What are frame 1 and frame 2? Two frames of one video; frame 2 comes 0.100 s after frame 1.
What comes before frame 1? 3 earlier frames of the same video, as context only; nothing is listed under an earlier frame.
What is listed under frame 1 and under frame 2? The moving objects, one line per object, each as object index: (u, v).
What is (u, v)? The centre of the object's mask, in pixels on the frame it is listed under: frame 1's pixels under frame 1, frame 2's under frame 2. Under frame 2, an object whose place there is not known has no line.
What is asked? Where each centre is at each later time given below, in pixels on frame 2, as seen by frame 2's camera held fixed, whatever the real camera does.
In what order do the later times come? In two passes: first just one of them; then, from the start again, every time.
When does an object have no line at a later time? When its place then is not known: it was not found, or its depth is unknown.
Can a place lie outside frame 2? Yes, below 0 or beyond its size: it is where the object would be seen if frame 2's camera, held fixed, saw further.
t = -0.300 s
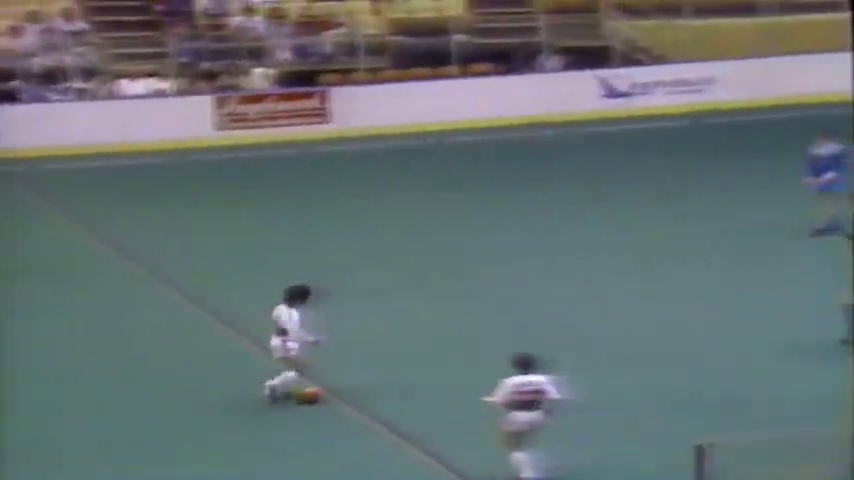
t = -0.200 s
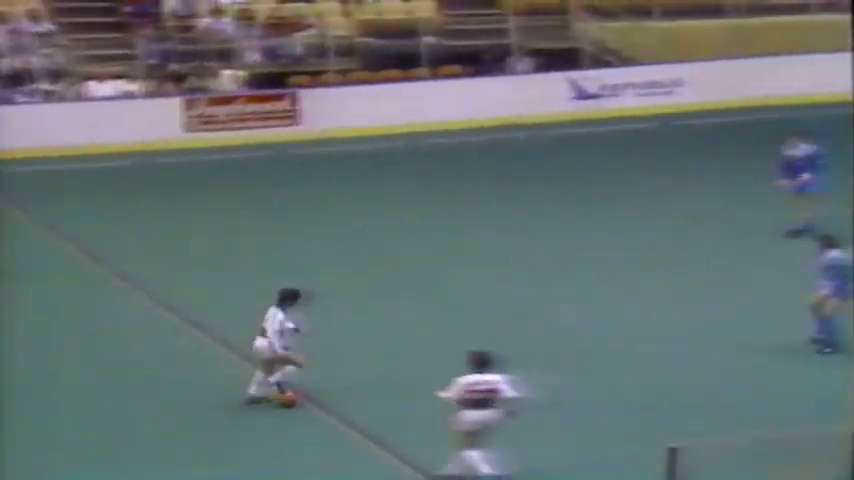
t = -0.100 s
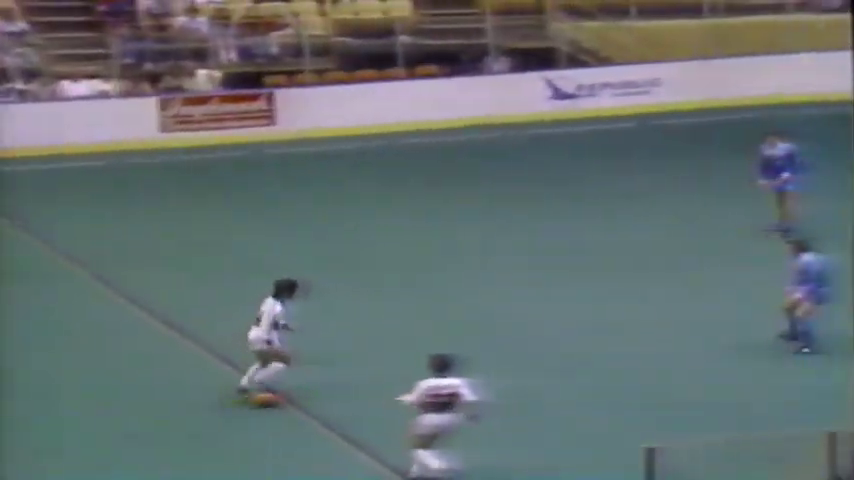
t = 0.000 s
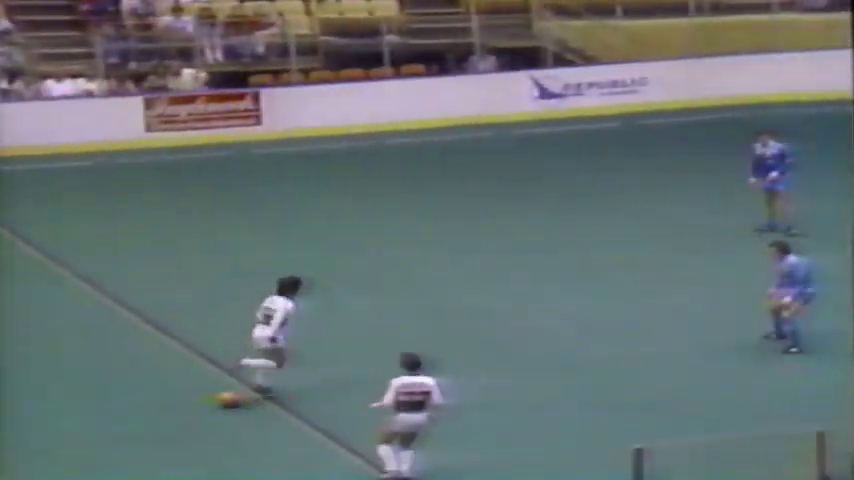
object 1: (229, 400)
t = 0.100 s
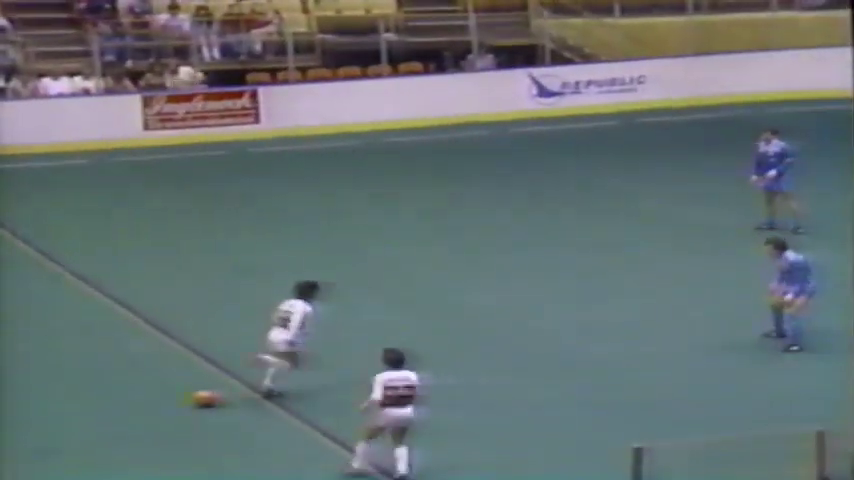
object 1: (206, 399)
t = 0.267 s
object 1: (167, 399)
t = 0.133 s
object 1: (196, 397)
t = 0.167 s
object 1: (189, 398)
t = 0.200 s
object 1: (183, 398)
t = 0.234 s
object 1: (175, 398)
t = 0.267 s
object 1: (167, 399)
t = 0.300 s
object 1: (165, 399)
